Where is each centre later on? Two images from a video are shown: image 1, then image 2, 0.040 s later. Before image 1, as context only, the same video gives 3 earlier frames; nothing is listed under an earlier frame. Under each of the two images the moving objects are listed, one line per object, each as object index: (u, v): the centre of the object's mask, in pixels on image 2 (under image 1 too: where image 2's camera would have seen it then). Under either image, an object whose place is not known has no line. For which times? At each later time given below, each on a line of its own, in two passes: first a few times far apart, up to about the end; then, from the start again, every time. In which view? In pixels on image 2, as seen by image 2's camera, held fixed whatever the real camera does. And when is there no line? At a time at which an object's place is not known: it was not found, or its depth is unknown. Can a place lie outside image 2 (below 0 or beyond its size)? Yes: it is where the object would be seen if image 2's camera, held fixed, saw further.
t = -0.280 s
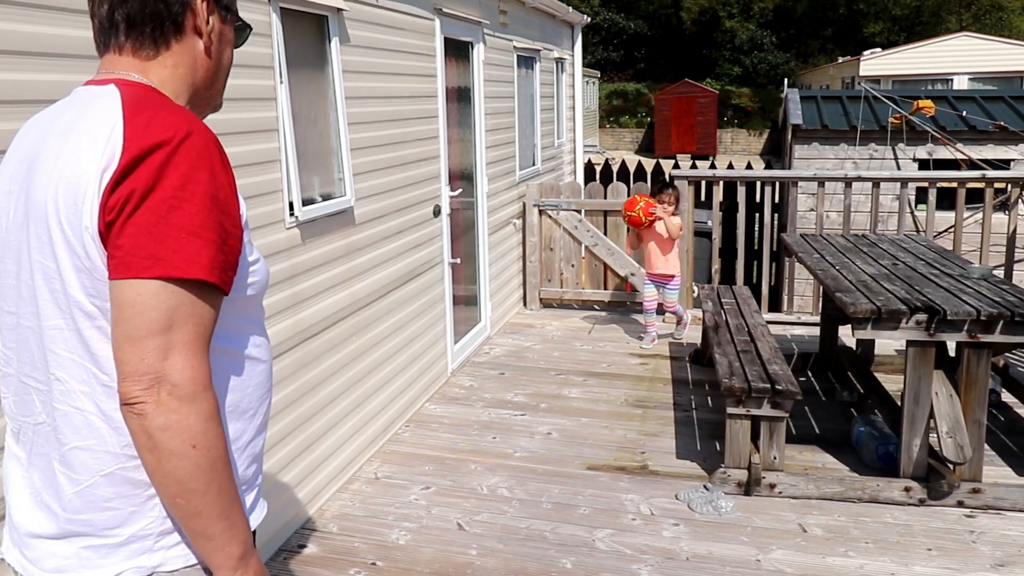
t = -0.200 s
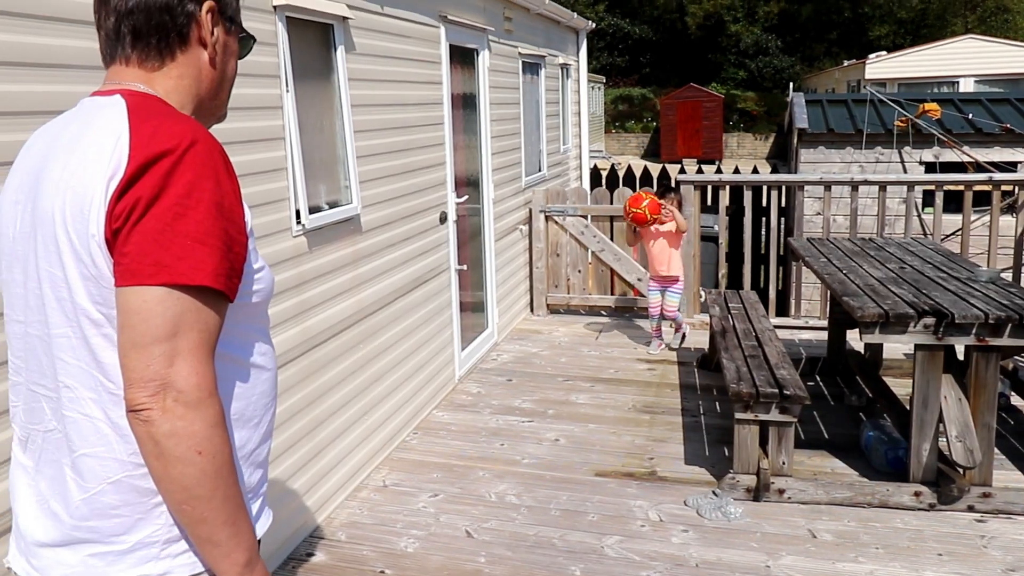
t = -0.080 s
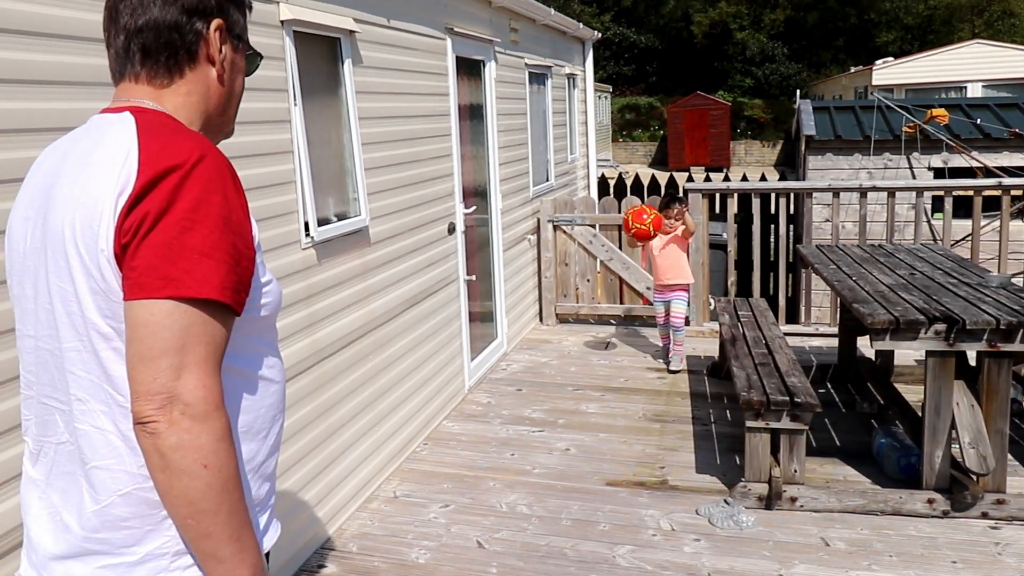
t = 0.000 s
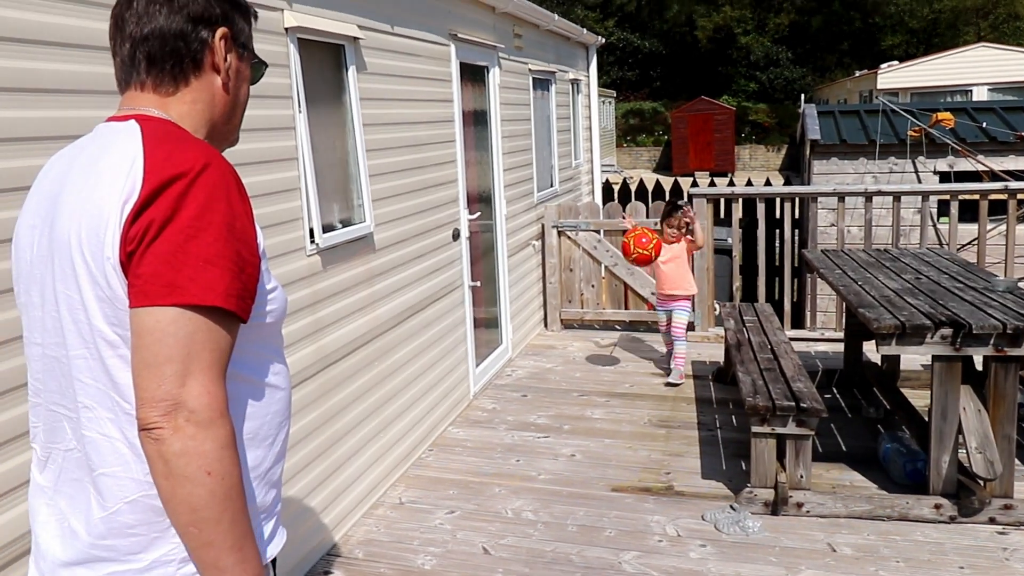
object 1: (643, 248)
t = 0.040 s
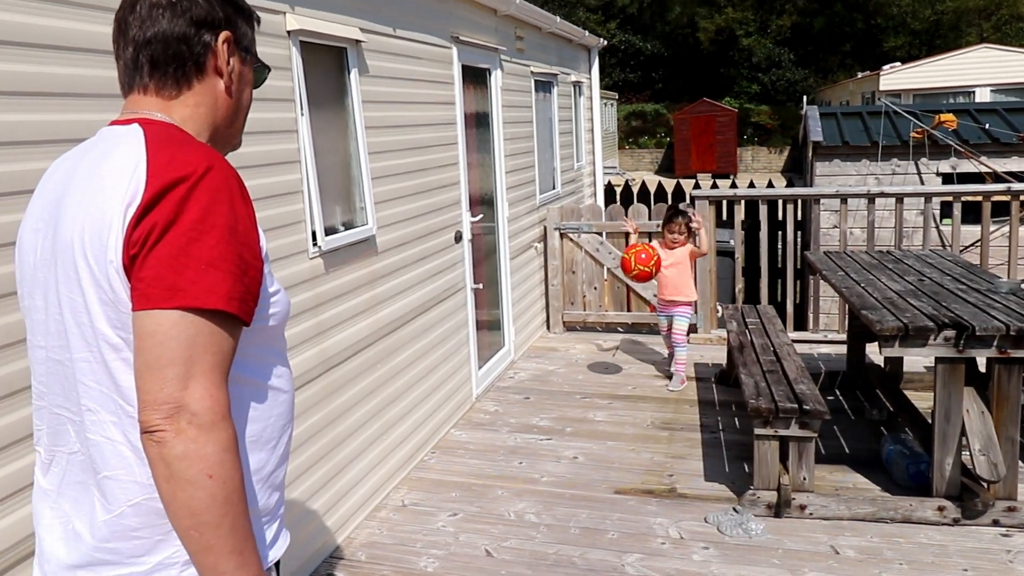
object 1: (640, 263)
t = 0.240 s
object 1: (626, 382)
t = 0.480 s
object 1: (622, 342)
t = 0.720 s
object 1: (623, 356)
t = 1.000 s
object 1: (631, 458)
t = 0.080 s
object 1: (638, 279)
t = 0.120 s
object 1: (635, 300)
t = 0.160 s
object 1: (632, 323)
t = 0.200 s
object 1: (629, 351)
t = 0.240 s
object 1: (626, 382)
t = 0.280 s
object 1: (623, 414)
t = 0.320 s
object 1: (622, 395)
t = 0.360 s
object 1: (622, 378)
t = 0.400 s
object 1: (621, 363)
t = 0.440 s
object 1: (621, 351)
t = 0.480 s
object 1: (622, 342)
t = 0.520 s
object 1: (622, 335)
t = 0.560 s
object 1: (622, 333)
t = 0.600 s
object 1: (623, 333)
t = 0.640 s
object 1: (623, 337)
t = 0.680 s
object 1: (623, 344)
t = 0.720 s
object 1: (623, 356)
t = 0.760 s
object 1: (623, 371)
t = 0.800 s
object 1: (625, 391)
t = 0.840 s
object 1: (625, 414)
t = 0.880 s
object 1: (626, 441)
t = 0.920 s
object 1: (628, 473)
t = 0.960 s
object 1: (630, 473)
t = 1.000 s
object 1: (631, 458)
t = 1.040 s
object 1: (634, 446)
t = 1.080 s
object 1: (636, 437)
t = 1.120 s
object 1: (638, 432)
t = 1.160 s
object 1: (640, 431)
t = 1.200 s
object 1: (642, 435)
